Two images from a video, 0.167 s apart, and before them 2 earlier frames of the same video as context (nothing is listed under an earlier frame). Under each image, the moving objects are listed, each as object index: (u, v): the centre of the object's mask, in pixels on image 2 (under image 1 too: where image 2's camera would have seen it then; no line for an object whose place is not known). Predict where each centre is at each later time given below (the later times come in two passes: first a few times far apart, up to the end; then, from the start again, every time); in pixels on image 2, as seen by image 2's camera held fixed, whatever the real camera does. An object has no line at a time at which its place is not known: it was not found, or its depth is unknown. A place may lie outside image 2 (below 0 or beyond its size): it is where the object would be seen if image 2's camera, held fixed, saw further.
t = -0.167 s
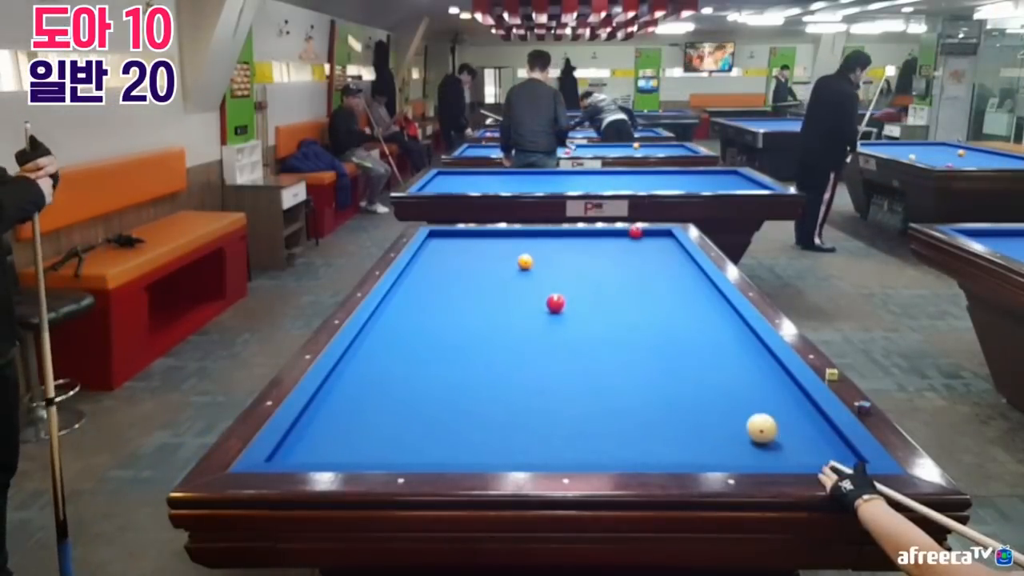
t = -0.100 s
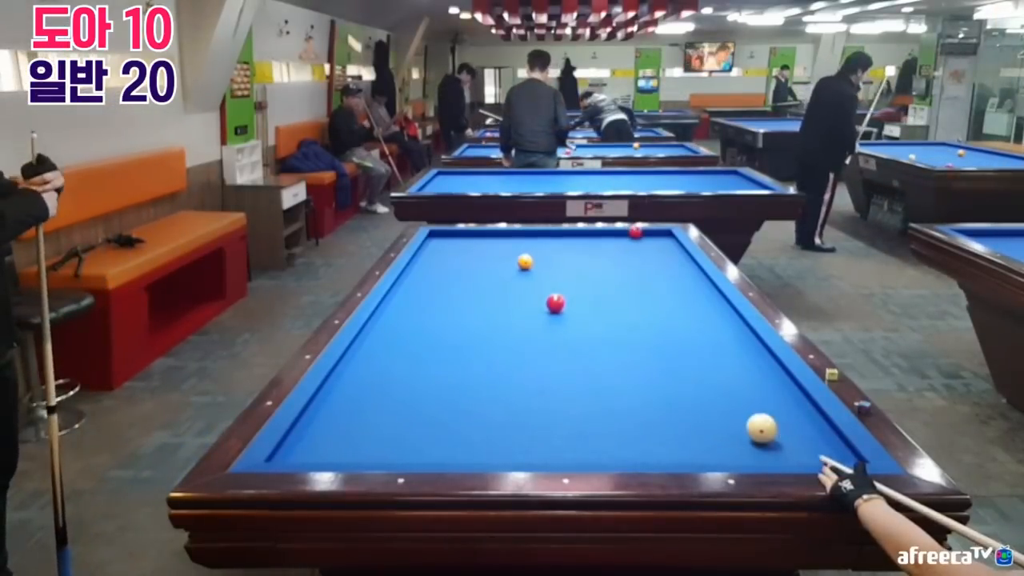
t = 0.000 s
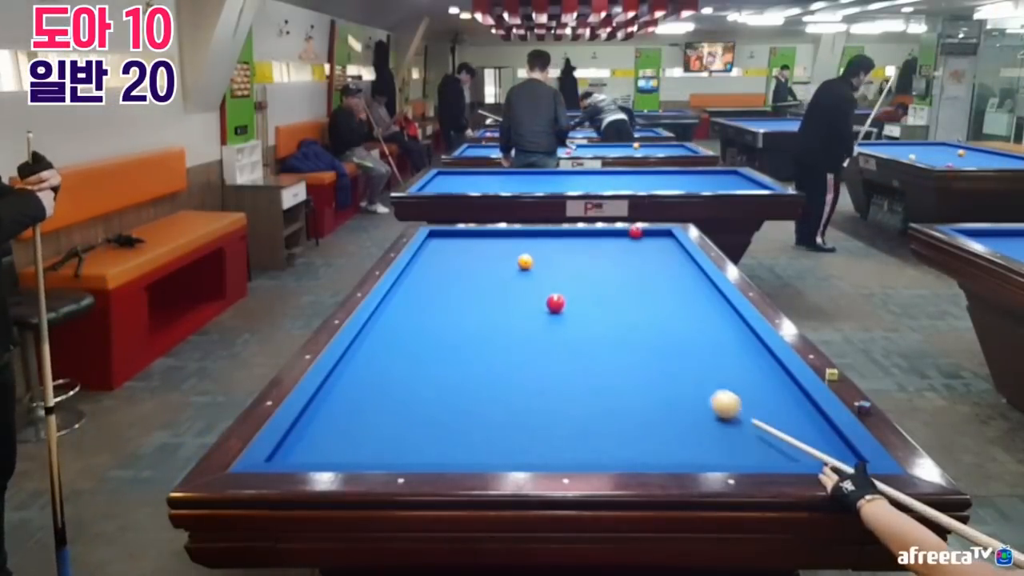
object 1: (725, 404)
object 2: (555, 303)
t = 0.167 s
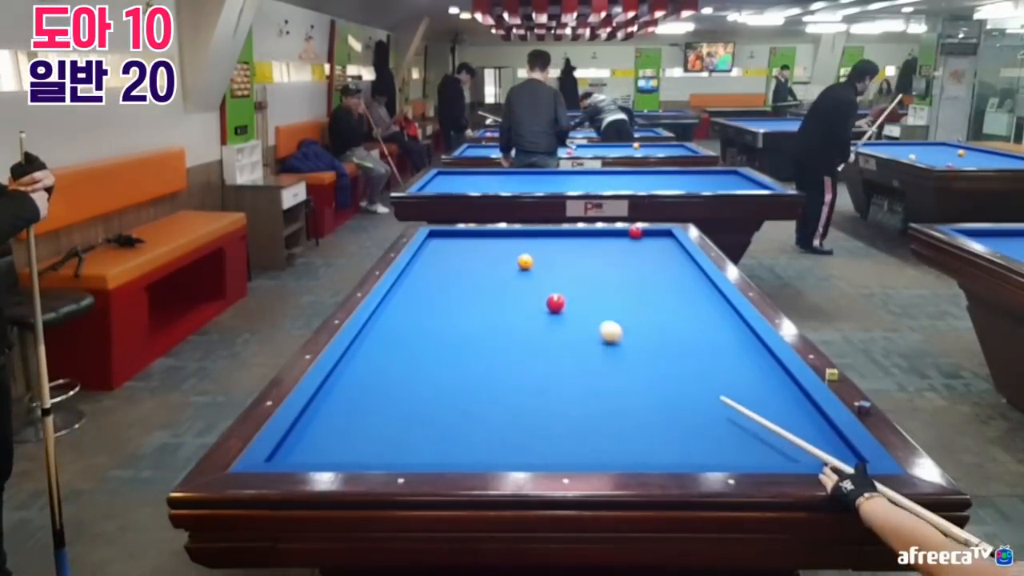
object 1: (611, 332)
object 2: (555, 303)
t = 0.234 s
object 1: (580, 312)
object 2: (555, 303)
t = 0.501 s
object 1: (611, 286)
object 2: (439, 273)
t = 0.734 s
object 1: (637, 269)
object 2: (459, 259)
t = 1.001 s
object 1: (661, 253)
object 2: (517, 248)
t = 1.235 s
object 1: (669, 242)
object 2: (562, 238)
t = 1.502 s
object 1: (648, 232)
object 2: (610, 233)
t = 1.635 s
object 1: (654, 233)
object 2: (635, 235)
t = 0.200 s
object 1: (594, 321)
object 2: (555, 303)
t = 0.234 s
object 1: (580, 312)
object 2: (555, 303)
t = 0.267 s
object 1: (572, 305)
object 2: (550, 301)
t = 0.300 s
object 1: (580, 302)
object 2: (531, 296)
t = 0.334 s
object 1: (586, 299)
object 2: (513, 292)
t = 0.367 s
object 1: (593, 296)
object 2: (496, 288)
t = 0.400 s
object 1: (598, 294)
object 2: (480, 284)
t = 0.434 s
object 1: (603, 291)
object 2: (466, 280)
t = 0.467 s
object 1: (607, 288)
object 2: (452, 277)
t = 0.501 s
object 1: (611, 286)
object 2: (439, 273)
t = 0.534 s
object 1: (615, 283)
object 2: (426, 271)
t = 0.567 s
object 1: (619, 280)
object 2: (415, 267)
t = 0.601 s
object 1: (623, 278)
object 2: (419, 265)
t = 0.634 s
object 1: (626, 275)
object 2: (430, 264)
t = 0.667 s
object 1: (630, 273)
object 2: (440, 262)
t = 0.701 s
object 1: (633, 271)
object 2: (450, 260)
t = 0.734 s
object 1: (637, 269)
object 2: (459, 259)
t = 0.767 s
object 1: (640, 267)
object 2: (467, 257)
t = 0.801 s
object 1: (643, 265)
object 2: (475, 256)
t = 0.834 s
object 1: (646, 262)
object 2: (482, 254)
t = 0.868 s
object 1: (649, 260)
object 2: (489, 253)
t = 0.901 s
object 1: (652, 259)
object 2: (496, 252)
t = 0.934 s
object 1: (655, 257)
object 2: (503, 250)
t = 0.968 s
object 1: (658, 255)
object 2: (510, 249)
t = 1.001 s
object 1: (661, 253)
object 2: (517, 248)
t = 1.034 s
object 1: (664, 251)
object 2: (524, 246)
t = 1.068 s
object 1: (666, 250)
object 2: (531, 245)
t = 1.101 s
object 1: (669, 248)
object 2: (537, 244)
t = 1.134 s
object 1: (672, 246)
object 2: (544, 242)
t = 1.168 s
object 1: (674, 244)
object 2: (550, 241)
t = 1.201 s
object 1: (673, 243)
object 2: (556, 240)
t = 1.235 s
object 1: (669, 242)
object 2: (562, 238)
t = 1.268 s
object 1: (666, 240)
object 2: (569, 237)
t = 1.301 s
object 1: (663, 239)
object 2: (575, 237)
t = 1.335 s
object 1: (661, 238)
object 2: (580, 236)
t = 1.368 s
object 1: (658, 237)
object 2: (586, 234)
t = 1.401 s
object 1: (655, 235)
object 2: (592, 234)
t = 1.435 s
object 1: (653, 234)
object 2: (598, 234)
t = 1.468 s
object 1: (650, 233)
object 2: (604, 233)
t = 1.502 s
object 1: (648, 232)
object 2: (610, 233)
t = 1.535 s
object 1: (648, 231)
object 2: (617, 234)
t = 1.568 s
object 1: (650, 232)
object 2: (622, 234)
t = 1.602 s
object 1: (652, 232)
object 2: (629, 234)
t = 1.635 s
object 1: (654, 233)
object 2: (635, 235)
